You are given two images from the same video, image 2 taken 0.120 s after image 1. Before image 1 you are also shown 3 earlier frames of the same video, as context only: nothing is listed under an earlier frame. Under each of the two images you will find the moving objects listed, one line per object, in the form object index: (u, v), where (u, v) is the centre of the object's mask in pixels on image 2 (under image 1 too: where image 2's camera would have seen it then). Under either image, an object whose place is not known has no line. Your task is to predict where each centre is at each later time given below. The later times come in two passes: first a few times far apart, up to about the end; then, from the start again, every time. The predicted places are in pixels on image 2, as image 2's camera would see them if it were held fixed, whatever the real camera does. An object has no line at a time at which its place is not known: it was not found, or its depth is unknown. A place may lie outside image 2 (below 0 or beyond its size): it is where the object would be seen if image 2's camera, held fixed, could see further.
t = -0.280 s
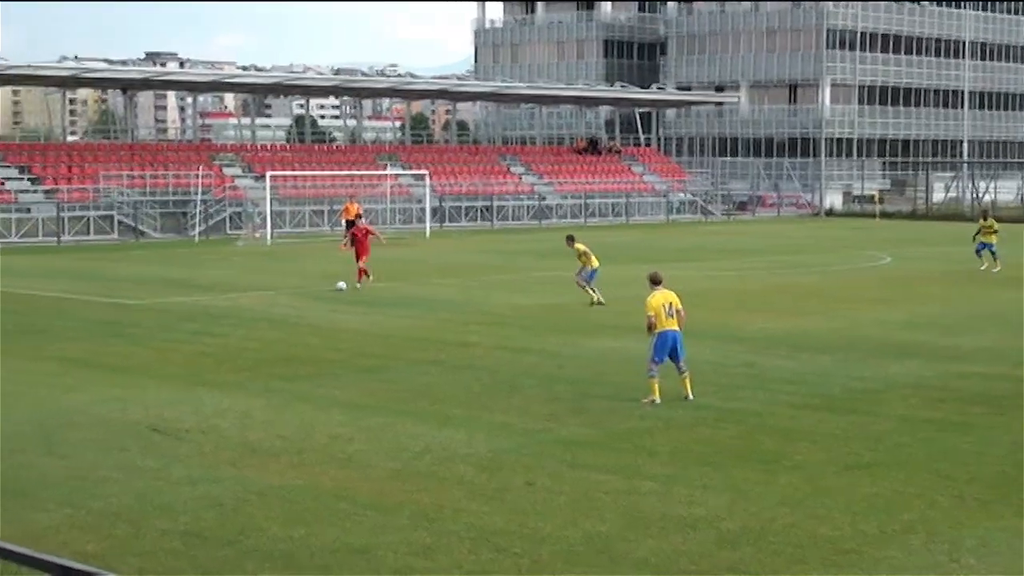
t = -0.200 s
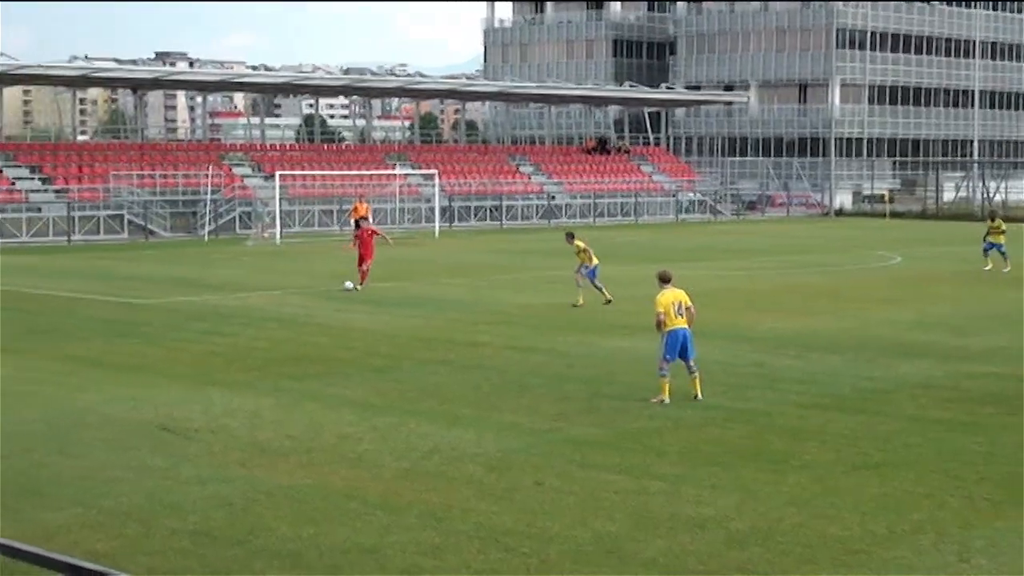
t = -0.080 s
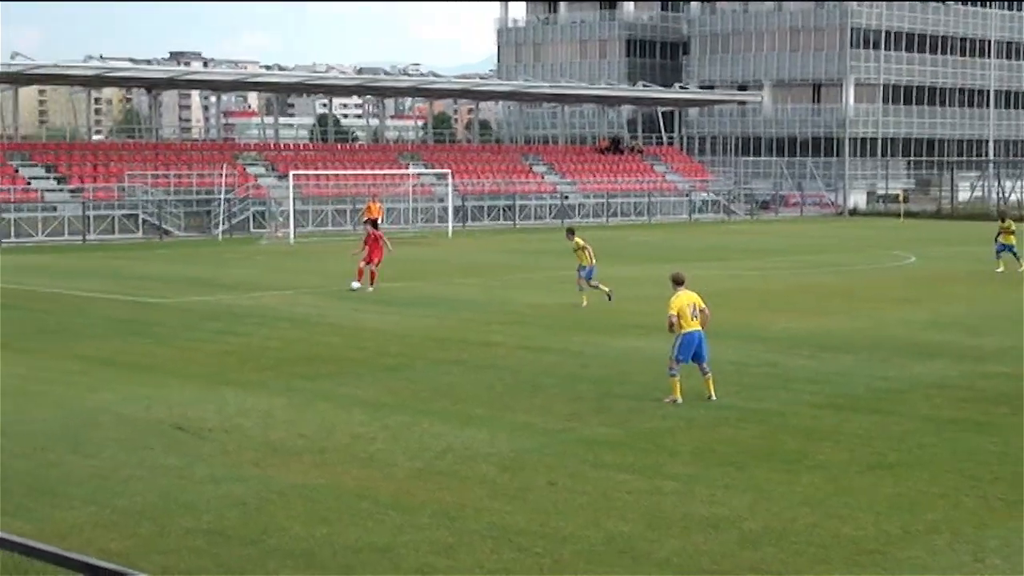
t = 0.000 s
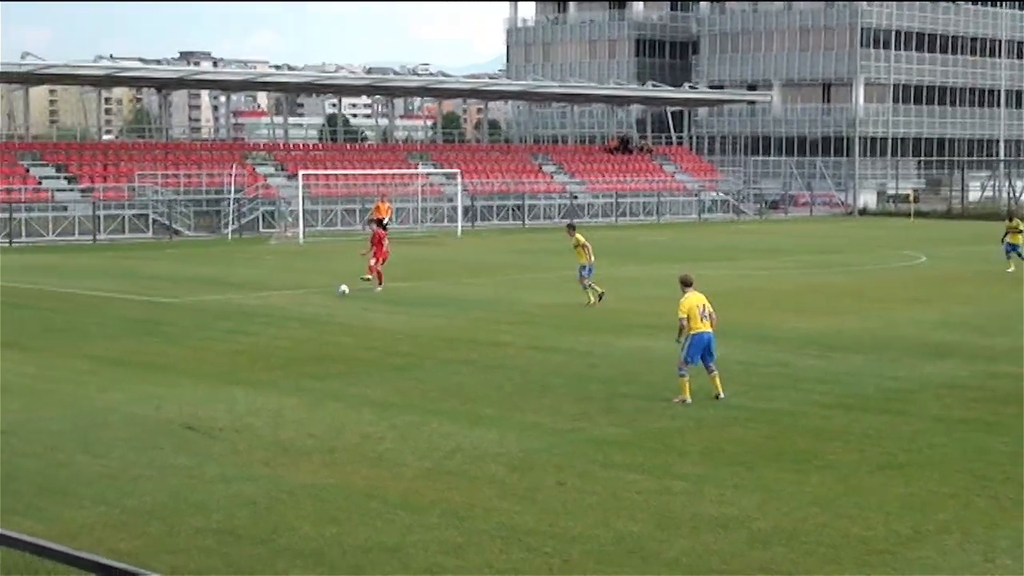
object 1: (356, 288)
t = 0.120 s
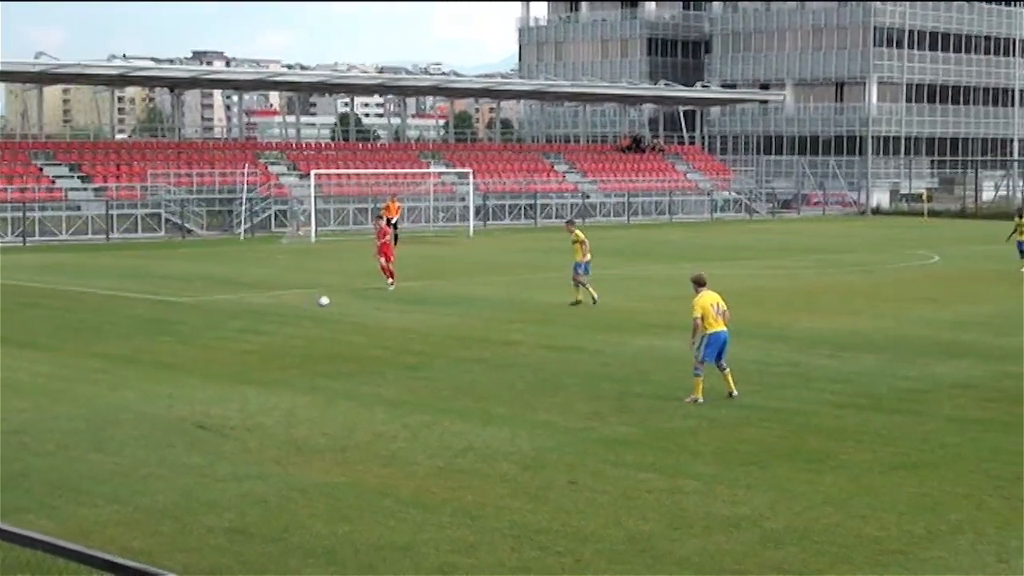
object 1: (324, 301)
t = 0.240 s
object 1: (292, 307)
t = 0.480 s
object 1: (230, 332)
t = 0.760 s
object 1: (160, 358)
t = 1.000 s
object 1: (101, 380)
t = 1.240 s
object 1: (29, 406)
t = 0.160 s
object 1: (314, 303)
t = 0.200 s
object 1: (303, 305)
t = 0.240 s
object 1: (292, 307)
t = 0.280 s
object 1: (282, 312)
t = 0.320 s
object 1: (271, 317)
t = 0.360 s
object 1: (261, 322)
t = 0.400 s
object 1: (250, 324)
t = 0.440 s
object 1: (241, 328)
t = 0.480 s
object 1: (230, 332)
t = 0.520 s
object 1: (219, 337)
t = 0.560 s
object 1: (210, 340)
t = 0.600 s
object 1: (200, 341)
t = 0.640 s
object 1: (190, 344)
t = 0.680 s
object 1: (180, 348)
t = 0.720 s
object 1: (170, 354)
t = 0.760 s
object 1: (160, 358)
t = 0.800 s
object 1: (151, 360)
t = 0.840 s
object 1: (142, 361)
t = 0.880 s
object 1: (132, 366)
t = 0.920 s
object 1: (122, 371)
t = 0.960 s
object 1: (113, 376)
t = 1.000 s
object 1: (101, 380)
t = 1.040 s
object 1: (90, 383)
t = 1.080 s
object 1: (78, 388)
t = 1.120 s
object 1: (67, 393)
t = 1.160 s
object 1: (55, 397)
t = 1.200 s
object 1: (42, 400)
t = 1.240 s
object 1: (29, 406)
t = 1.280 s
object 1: (16, 411)
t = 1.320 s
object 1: (3, 415)
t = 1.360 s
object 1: (-10, 418)
